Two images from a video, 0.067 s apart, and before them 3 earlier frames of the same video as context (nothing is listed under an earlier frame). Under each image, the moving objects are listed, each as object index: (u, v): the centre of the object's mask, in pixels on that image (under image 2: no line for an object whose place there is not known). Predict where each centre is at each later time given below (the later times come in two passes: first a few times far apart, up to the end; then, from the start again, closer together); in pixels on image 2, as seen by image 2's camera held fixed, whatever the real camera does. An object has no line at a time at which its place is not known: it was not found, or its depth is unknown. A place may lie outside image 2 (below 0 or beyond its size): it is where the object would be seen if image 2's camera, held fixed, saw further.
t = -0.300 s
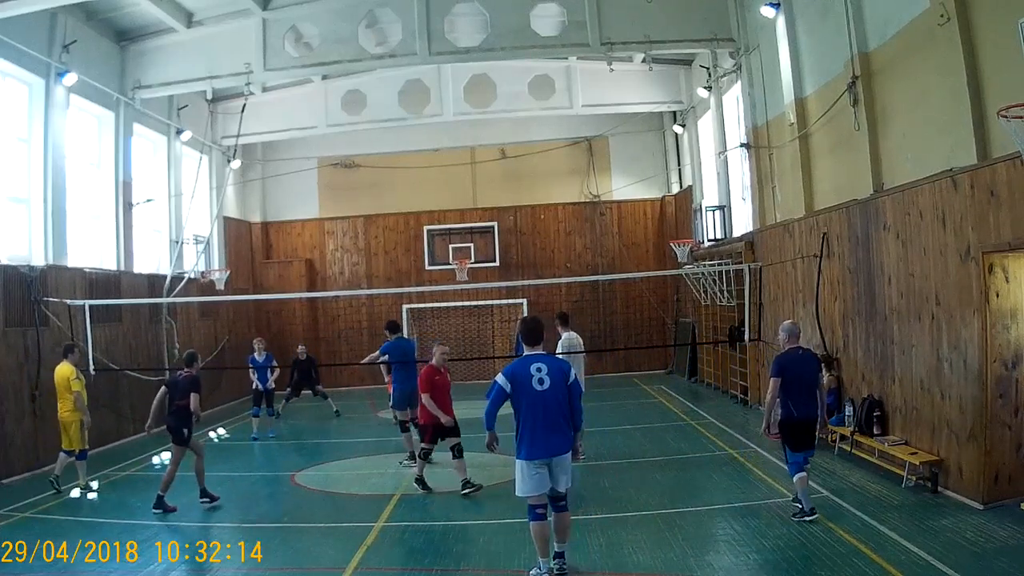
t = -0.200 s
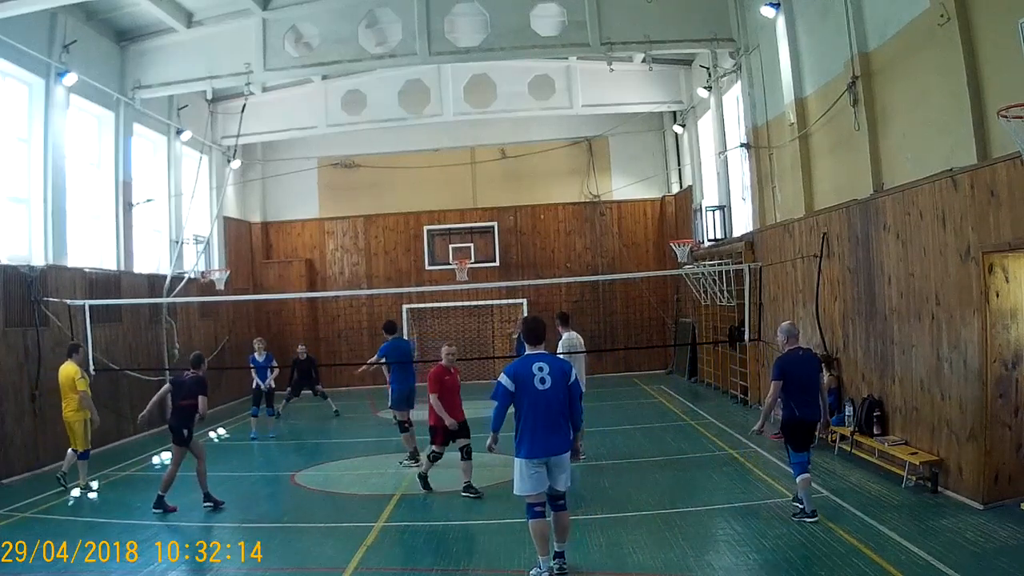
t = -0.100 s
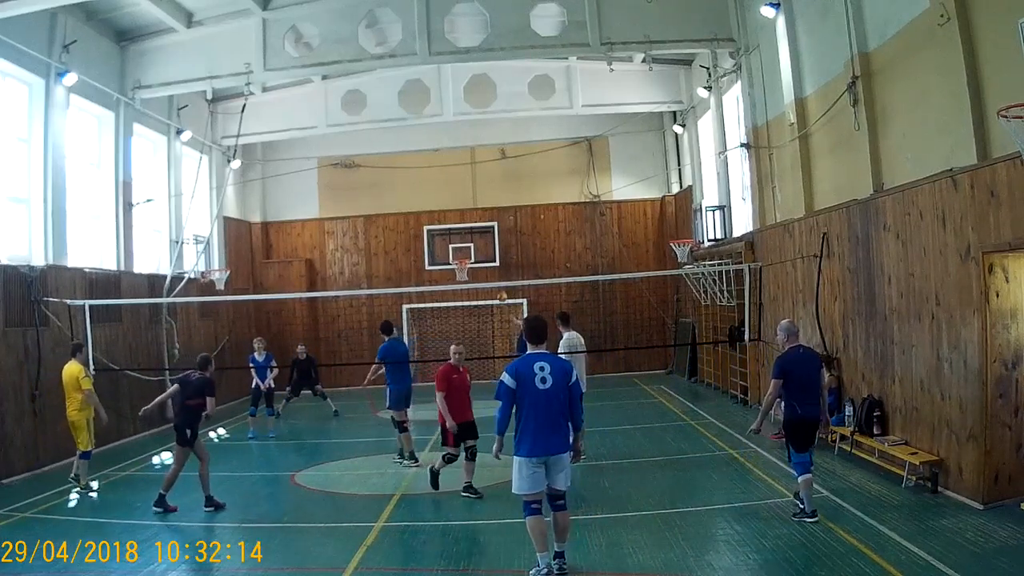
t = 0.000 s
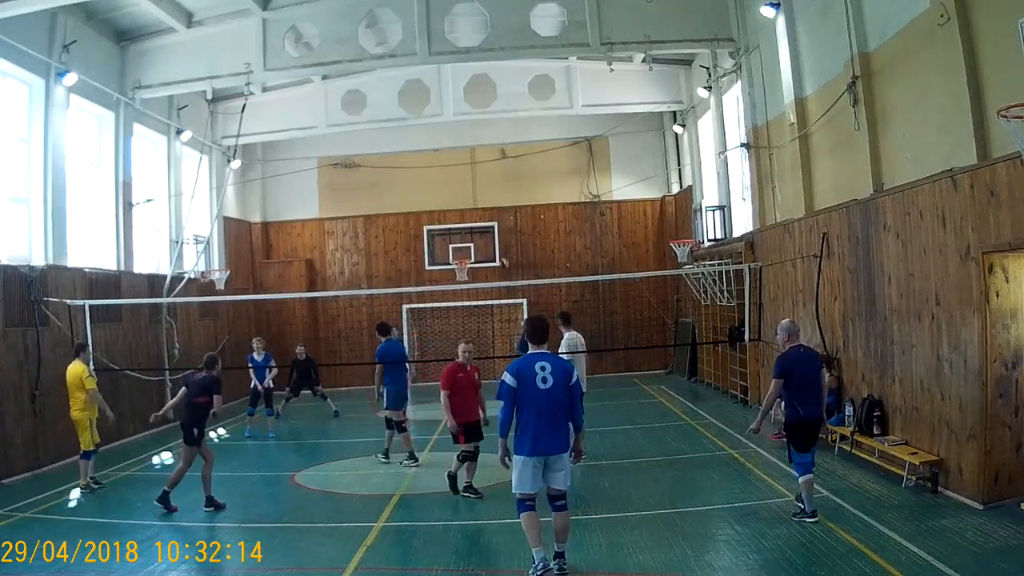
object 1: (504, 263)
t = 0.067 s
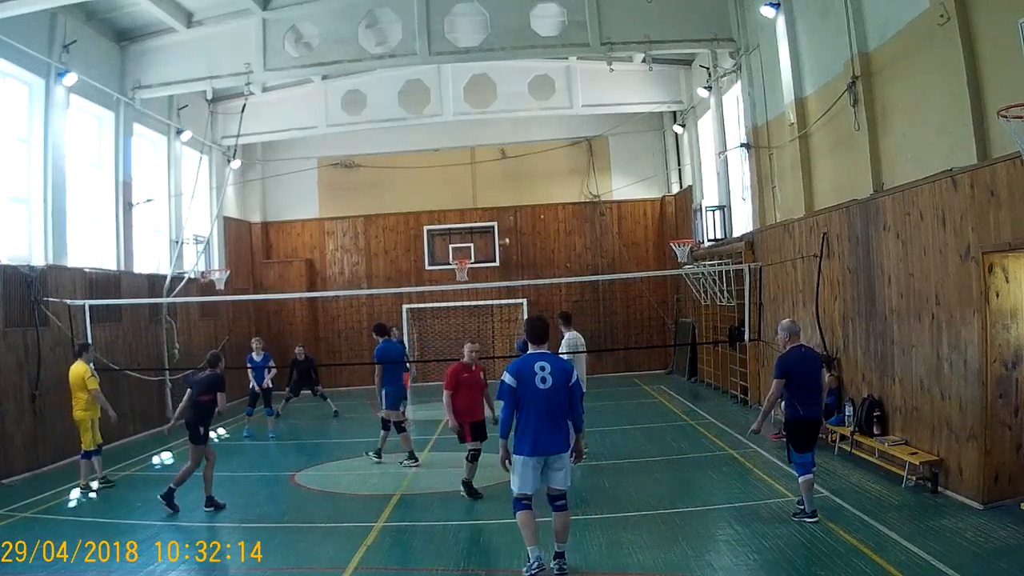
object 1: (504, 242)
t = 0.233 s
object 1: (506, 189)
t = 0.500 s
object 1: (511, 118)
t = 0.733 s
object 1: (517, 75)
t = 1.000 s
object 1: (528, 65)
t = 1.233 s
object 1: (546, 117)
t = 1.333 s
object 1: (558, 168)
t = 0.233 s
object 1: (506, 189)
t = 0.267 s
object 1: (507, 179)
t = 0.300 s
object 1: (507, 169)
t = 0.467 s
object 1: (511, 126)
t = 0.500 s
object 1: (511, 118)
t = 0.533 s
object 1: (512, 110)
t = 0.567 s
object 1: (513, 103)
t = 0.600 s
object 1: (514, 97)
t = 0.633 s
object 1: (515, 90)
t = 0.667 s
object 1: (516, 85)
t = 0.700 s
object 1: (516, 79)
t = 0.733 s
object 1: (517, 75)
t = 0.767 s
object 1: (518, 71)
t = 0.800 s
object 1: (519, 68)
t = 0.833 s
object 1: (520, 66)
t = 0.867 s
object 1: (522, 64)
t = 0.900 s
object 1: (523, 63)
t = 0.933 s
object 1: (524, 63)
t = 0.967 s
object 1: (526, 64)
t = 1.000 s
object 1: (528, 65)
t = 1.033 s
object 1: (530, 69)
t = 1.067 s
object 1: (533, 73)
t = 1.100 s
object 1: (535, 78)
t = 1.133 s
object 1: (537, 86)
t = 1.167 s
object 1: (540, 94)
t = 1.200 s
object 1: (543, 105)
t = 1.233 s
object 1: (546, 117)
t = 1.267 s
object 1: (550, 131)
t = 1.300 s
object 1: (554, 148)
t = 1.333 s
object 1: (558, 168)
